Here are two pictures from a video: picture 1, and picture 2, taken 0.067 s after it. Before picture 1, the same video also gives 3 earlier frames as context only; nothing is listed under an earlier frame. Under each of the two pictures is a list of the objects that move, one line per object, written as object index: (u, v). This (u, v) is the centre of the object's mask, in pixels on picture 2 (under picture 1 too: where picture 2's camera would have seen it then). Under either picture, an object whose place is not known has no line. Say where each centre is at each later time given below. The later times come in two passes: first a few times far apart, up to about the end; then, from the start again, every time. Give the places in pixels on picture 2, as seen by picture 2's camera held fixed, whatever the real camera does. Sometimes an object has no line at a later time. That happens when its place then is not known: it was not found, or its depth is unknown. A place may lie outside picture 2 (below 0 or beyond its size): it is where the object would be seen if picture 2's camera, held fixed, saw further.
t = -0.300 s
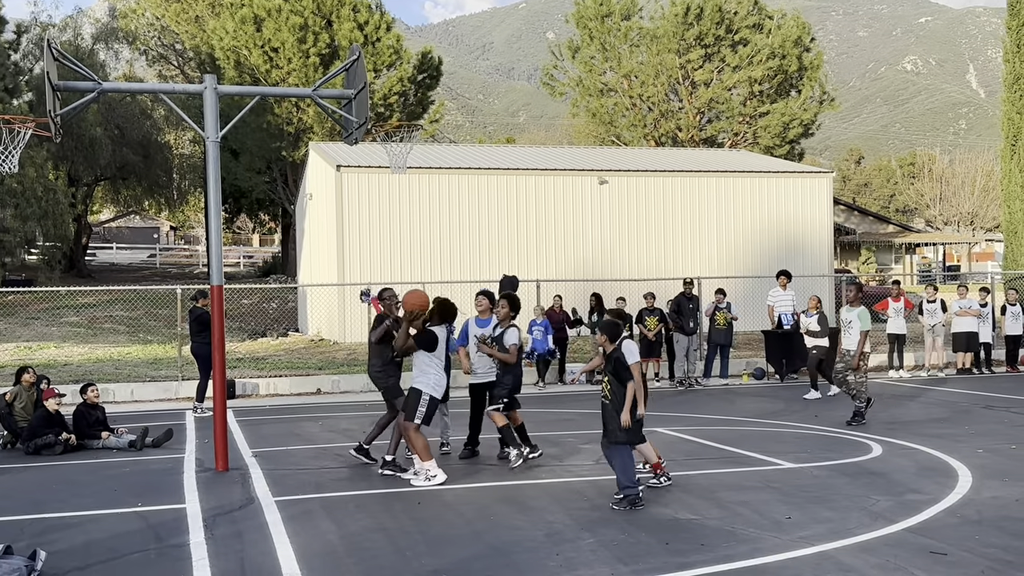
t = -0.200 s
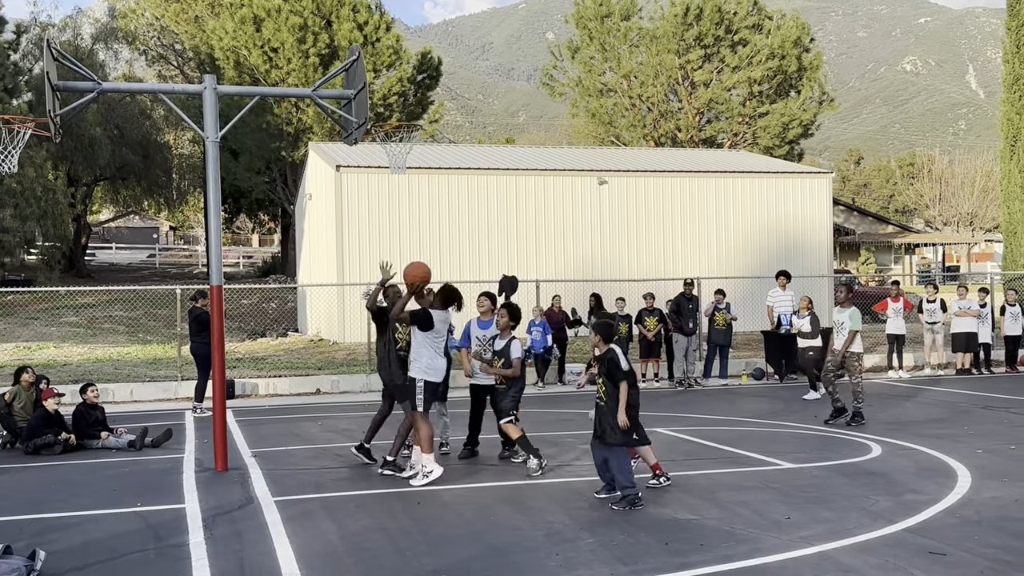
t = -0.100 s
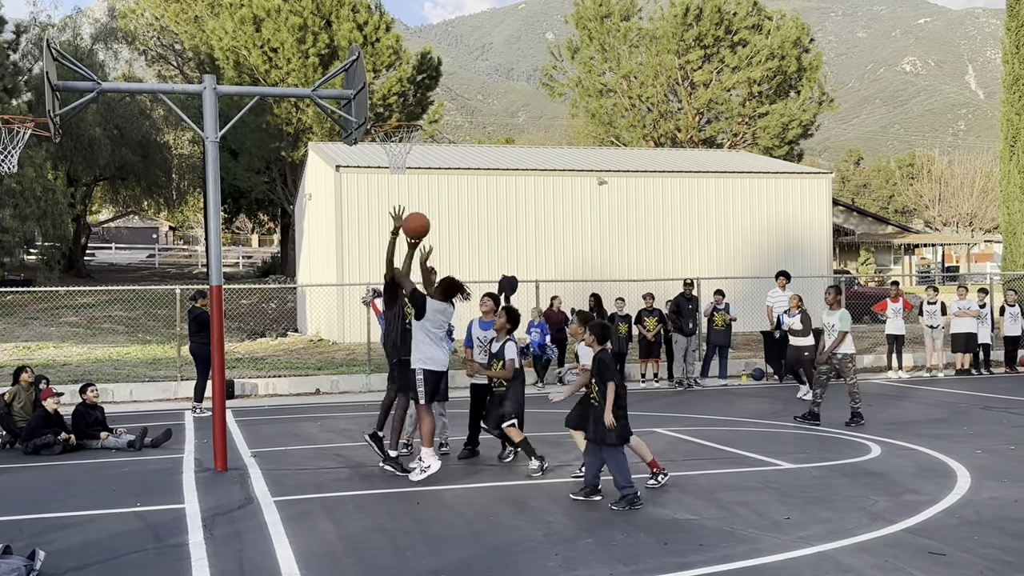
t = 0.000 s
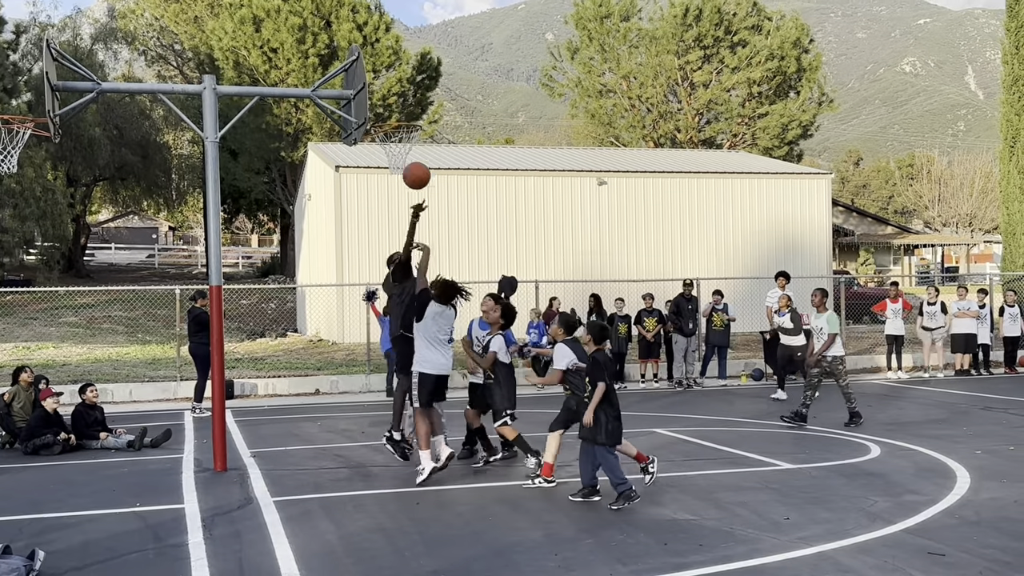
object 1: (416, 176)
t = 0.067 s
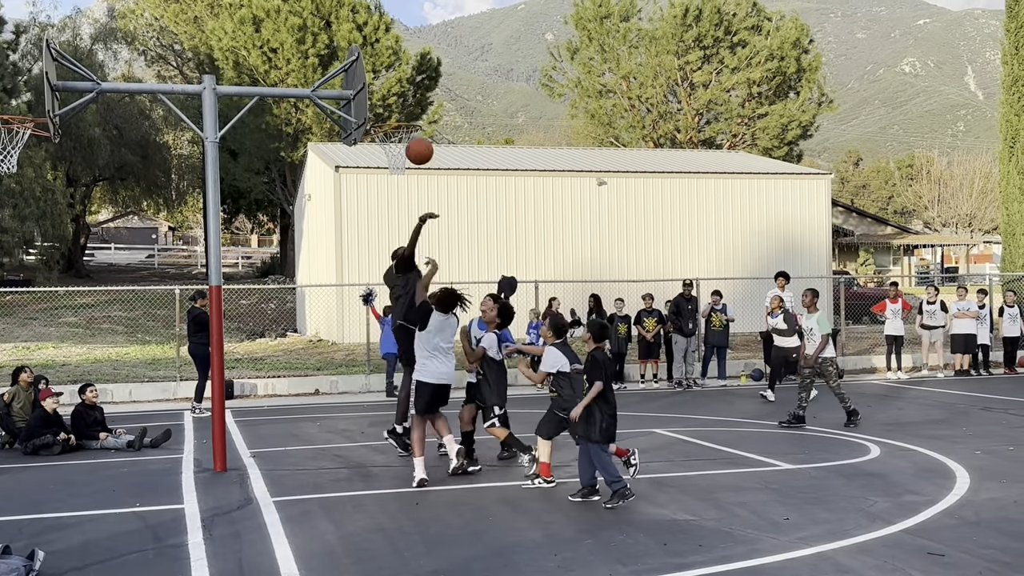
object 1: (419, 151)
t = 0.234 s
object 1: (427, 113)
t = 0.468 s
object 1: (439, 114)
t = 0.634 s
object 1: (448, 154)
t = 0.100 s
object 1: (421, 141)
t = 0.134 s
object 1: (422, 132)
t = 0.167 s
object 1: (424, 124)
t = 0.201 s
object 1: (425, 118)
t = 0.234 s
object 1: (427, 113)
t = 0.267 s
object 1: (429, 109)
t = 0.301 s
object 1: (430, 107)
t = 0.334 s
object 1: (432, 106)
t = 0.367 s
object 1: (434, 106)
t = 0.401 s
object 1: (436, 107)
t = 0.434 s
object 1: (437, 109)
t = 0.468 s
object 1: (439, 114)
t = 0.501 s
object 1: (441, 119)
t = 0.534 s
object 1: (443, 126)
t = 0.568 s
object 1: (445, 134)
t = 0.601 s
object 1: (446, 143)
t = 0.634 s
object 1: (448, 154)
